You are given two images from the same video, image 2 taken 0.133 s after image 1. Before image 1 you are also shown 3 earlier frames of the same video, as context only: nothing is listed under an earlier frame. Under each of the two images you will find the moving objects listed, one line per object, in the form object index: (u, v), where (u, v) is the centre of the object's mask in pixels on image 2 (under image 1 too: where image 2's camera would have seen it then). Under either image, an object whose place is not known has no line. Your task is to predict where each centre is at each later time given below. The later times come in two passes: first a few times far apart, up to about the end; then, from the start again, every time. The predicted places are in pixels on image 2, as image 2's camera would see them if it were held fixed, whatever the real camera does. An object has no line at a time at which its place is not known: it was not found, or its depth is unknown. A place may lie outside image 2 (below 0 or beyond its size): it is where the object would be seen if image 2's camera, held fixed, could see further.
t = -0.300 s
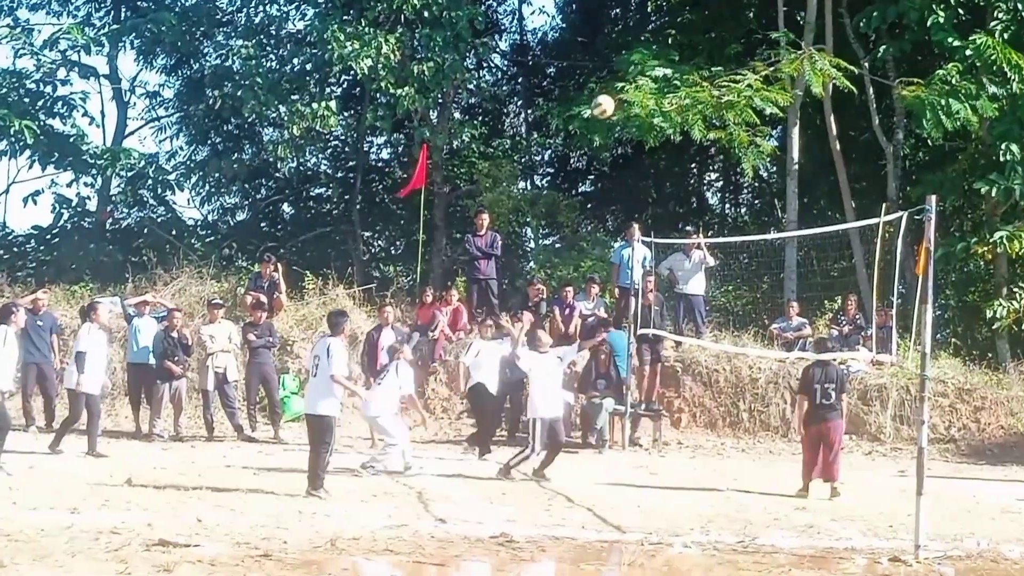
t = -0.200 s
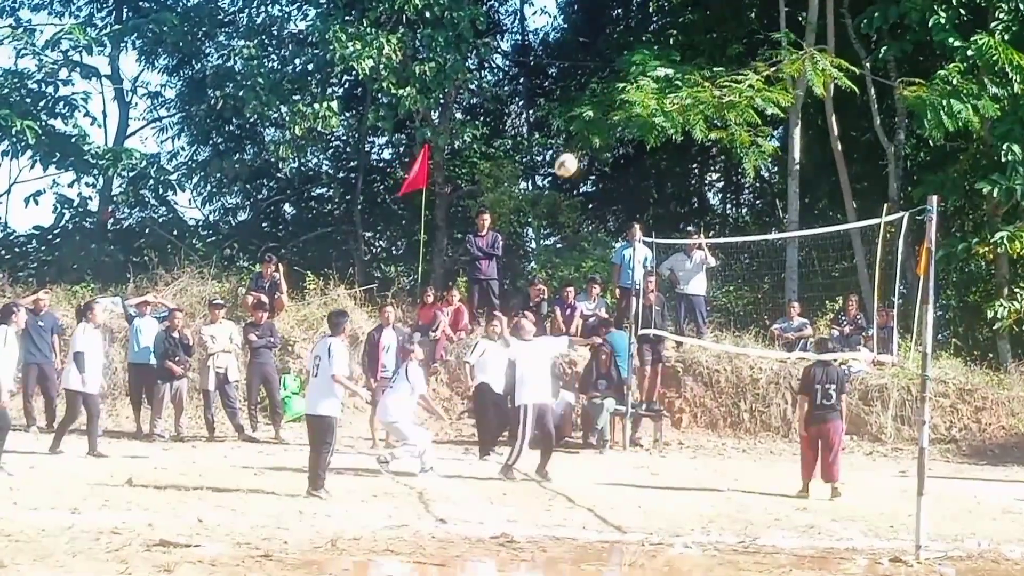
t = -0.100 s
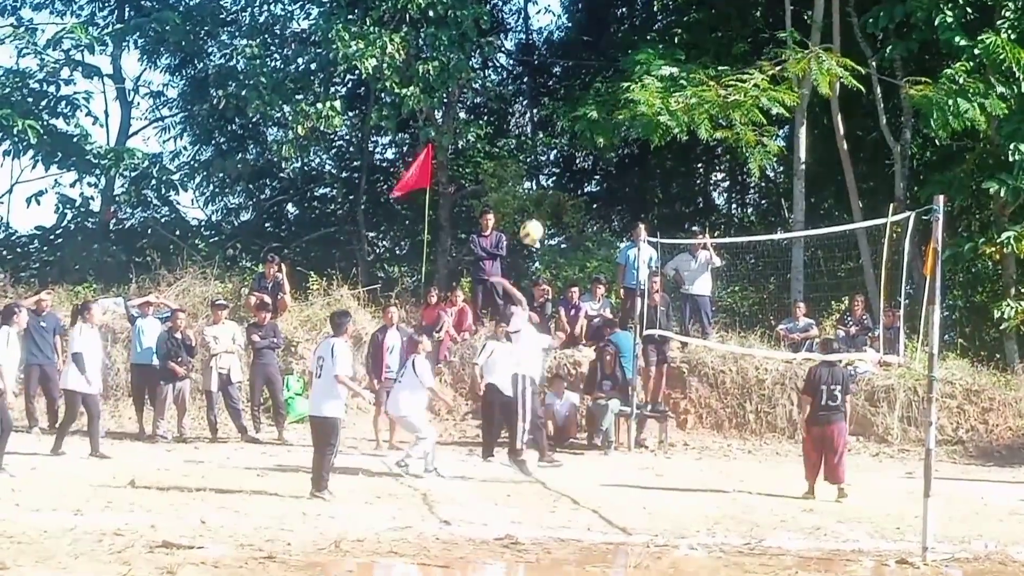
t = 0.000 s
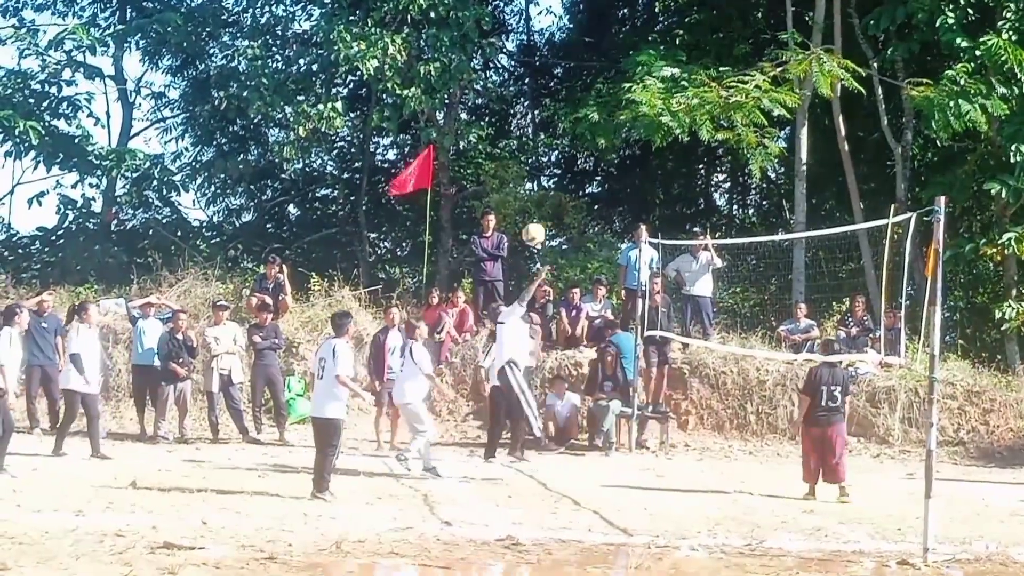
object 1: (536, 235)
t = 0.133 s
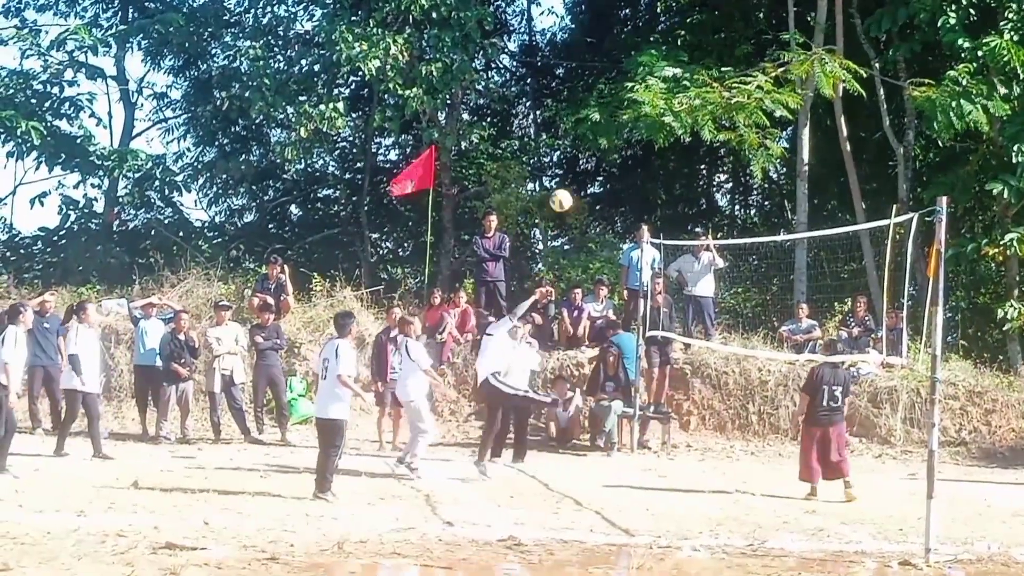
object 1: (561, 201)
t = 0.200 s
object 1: (573, 190)
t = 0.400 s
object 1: (605, 186)
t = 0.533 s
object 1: (624, 203)
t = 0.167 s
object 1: (566, 195)
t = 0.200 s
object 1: (573, 190)
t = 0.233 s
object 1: (578, 187)
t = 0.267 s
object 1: (584, 185)
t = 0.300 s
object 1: (590, 184)
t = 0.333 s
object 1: (595, 183)
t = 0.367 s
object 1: (599, 184)
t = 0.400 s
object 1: (605, 186)
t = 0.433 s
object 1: (610, 189)
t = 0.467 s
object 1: (615, 192)
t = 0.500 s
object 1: (619, 197)
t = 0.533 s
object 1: (624, 203)
